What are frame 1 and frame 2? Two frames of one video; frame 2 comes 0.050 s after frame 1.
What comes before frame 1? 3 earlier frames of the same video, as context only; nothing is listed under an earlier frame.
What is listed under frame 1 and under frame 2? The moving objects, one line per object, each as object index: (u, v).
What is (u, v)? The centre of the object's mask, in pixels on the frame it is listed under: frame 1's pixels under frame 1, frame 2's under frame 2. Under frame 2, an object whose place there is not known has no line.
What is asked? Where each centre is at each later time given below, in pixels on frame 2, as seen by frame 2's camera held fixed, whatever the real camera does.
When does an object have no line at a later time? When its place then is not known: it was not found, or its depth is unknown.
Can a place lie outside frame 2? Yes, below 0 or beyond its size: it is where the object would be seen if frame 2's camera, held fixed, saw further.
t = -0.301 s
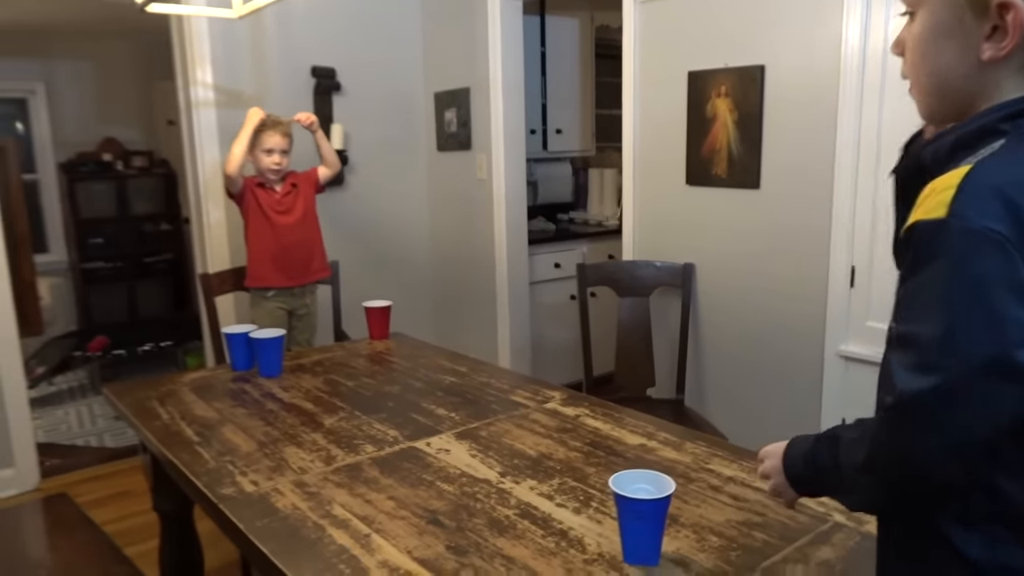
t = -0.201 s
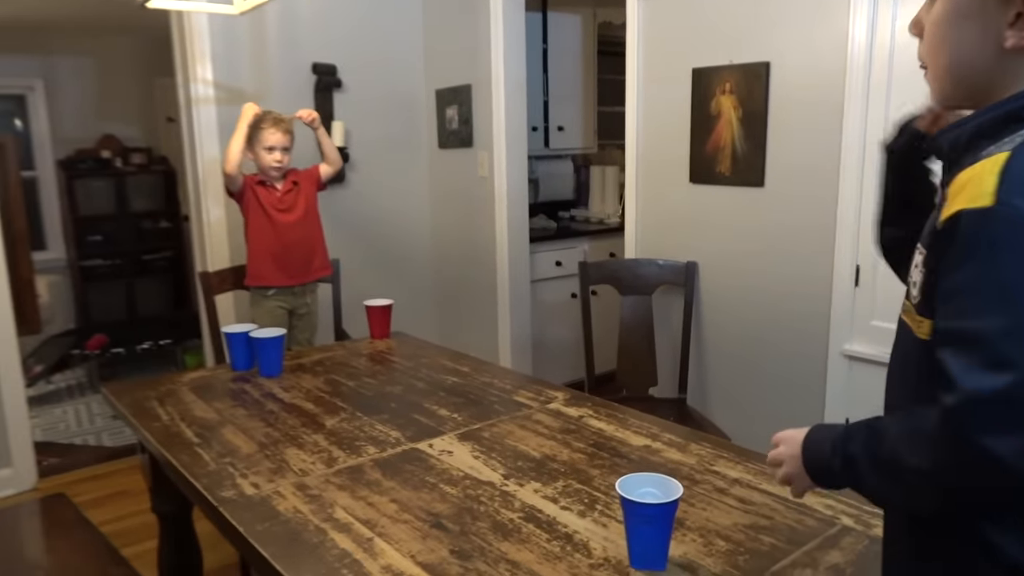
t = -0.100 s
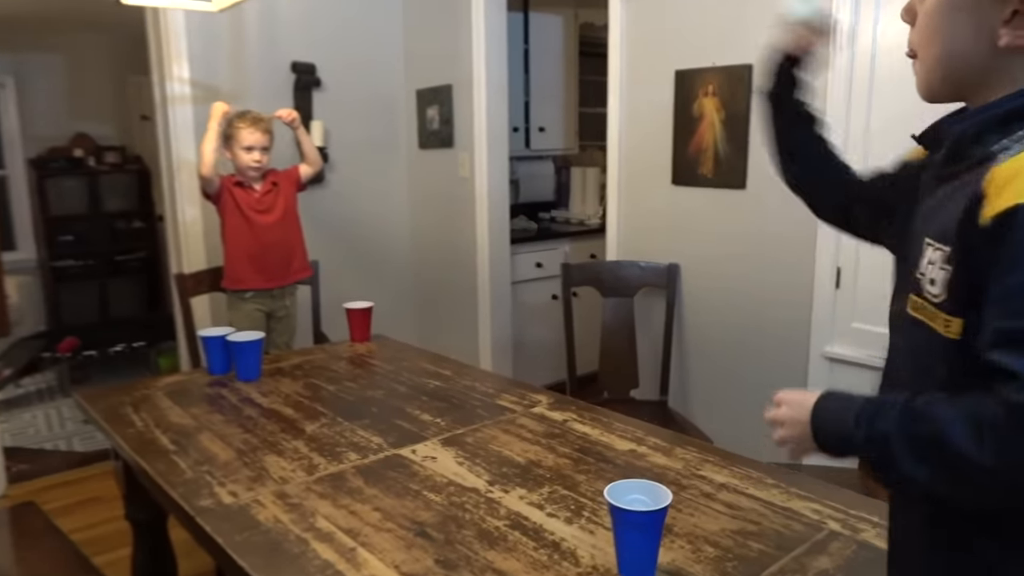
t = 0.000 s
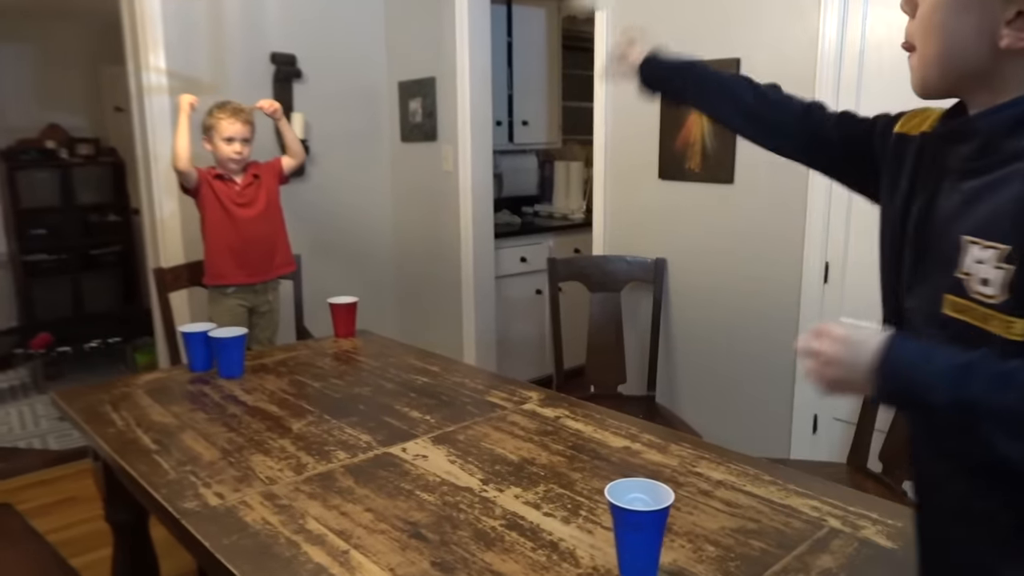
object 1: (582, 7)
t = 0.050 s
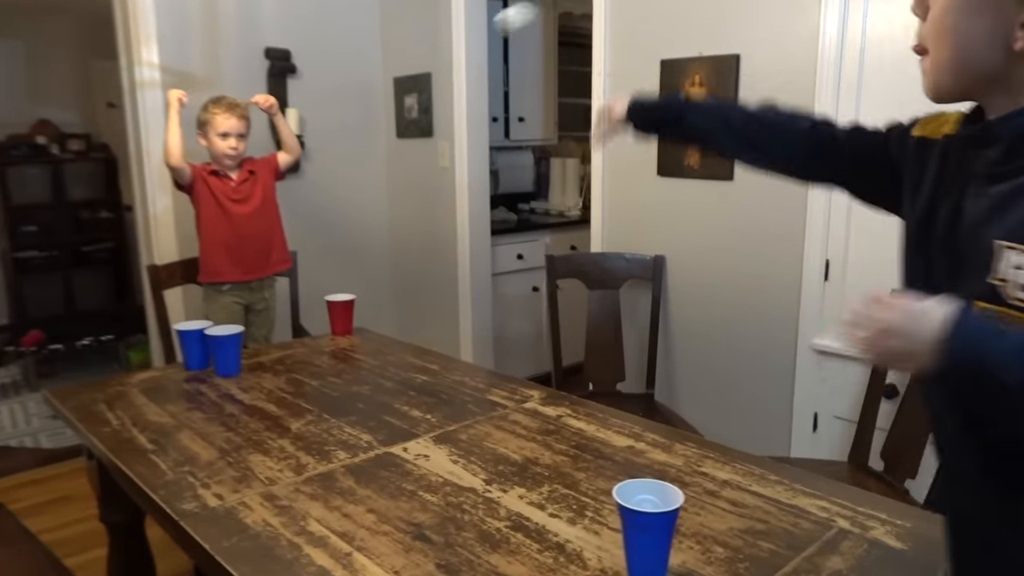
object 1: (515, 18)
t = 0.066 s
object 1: (495, 28)
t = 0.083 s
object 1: (476, 42)
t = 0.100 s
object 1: (454, 56)
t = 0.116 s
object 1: (439, 68)
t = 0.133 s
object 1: (424, 85)
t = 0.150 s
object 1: (411, 102)
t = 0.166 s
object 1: (397, 116)
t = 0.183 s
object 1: (384, 132)
